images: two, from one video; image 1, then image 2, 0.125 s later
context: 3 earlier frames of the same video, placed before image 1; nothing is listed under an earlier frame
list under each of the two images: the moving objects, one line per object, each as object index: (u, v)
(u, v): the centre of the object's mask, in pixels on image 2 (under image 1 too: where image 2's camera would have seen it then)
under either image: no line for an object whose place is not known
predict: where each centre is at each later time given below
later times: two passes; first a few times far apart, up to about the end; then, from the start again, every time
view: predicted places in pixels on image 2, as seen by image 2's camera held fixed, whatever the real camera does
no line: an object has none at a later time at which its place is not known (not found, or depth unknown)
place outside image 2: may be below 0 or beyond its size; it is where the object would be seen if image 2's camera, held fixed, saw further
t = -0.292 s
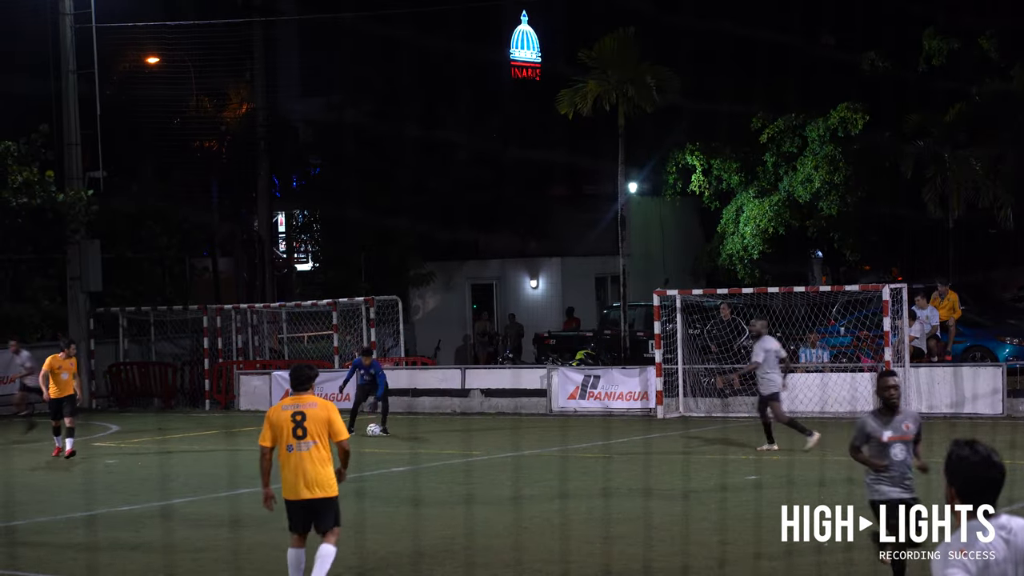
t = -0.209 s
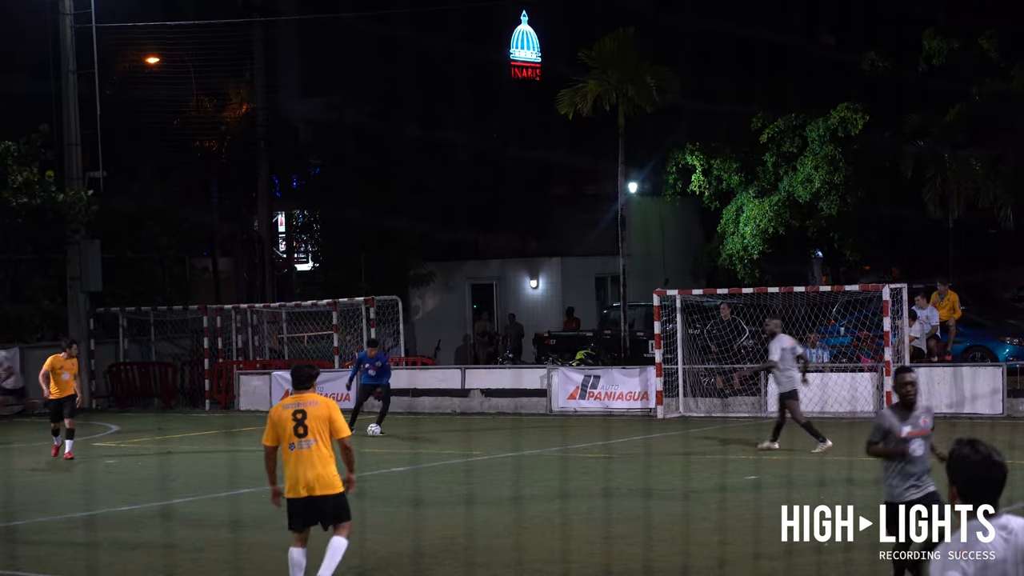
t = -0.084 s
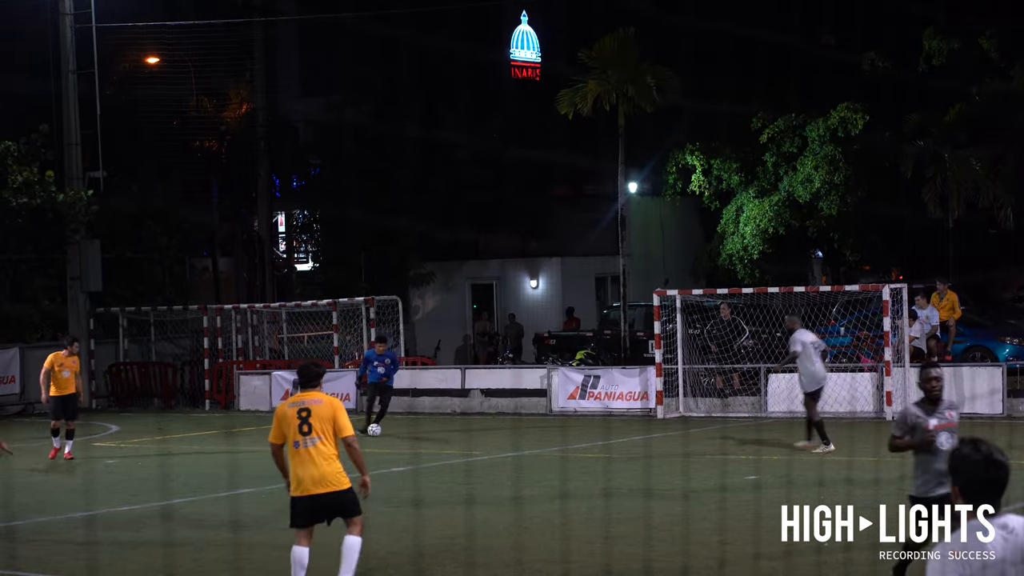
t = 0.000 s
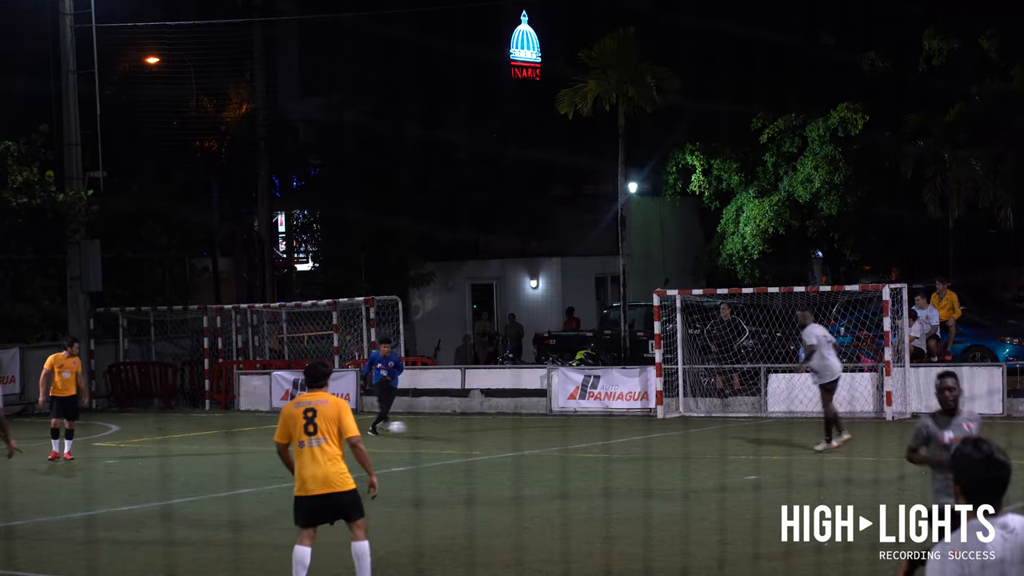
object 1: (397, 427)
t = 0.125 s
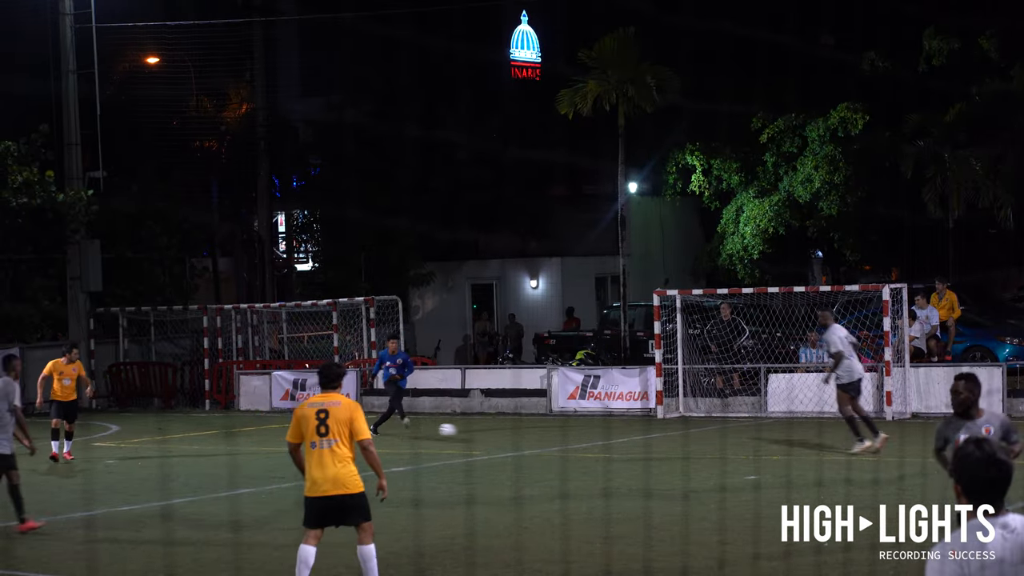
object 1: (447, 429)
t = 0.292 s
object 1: (516, 436)
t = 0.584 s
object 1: (640, 445)
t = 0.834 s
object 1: (743, 448)
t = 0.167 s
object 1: (465, 433)
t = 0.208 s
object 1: (482, 437)
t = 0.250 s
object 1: (499, 436)
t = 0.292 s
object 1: (516, 436)
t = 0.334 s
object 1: (534, 438)
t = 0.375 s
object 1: (553, 440)
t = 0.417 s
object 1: (570, 440)
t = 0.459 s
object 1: (587, 440)
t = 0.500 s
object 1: (605, 443)
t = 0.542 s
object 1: (622, 444)
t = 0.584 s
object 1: (640, 445)
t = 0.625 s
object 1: (657, 446)
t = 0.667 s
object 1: (675, 446)
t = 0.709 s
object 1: (692, 446)
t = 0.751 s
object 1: (709, 448)
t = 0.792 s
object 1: (727, 448)
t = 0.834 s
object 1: (743, 448)
